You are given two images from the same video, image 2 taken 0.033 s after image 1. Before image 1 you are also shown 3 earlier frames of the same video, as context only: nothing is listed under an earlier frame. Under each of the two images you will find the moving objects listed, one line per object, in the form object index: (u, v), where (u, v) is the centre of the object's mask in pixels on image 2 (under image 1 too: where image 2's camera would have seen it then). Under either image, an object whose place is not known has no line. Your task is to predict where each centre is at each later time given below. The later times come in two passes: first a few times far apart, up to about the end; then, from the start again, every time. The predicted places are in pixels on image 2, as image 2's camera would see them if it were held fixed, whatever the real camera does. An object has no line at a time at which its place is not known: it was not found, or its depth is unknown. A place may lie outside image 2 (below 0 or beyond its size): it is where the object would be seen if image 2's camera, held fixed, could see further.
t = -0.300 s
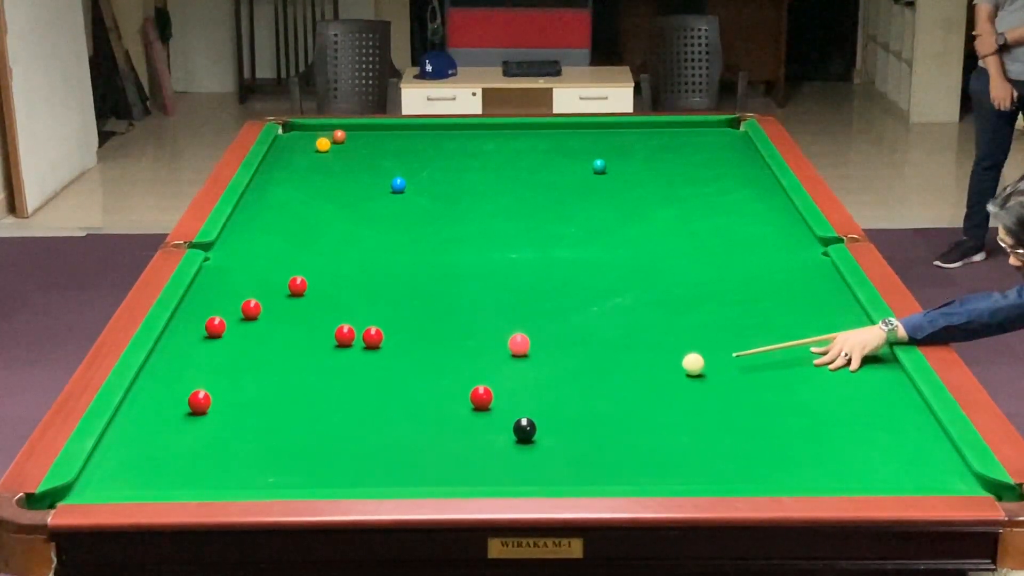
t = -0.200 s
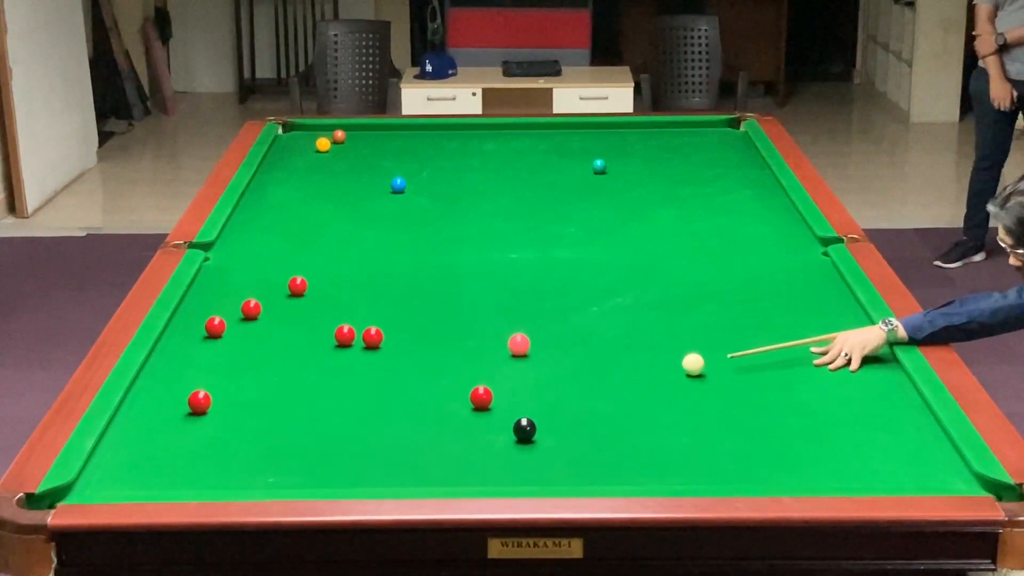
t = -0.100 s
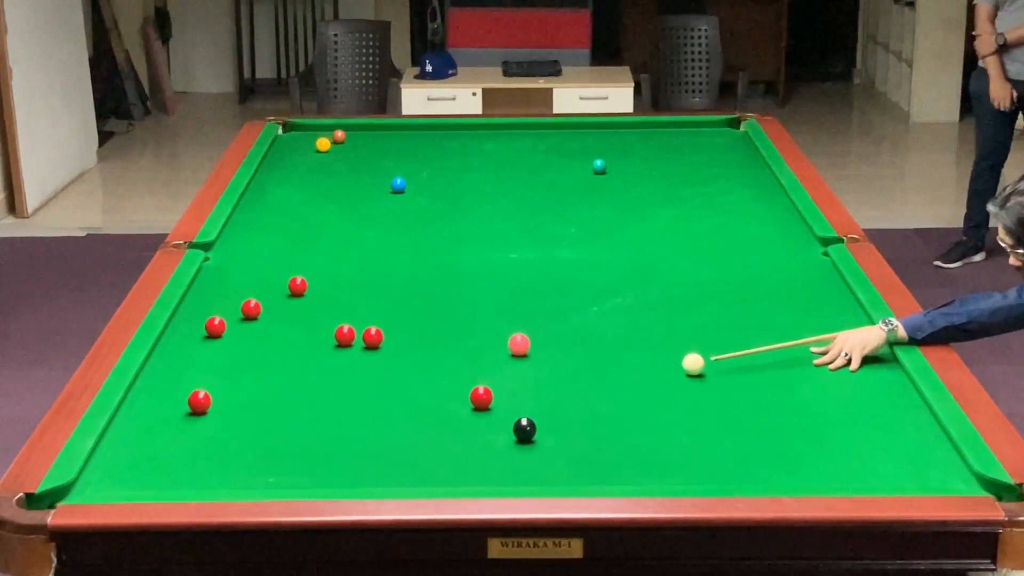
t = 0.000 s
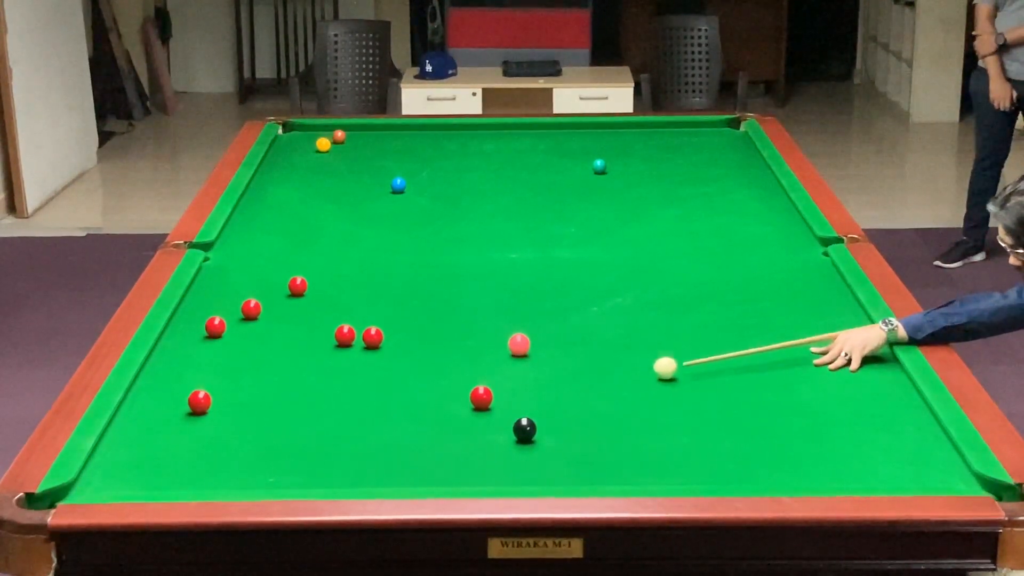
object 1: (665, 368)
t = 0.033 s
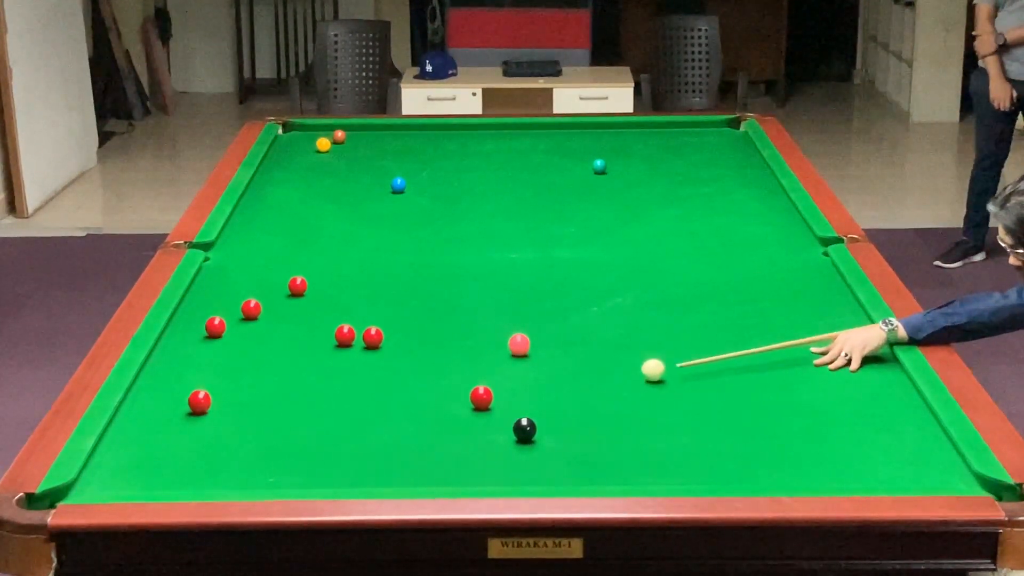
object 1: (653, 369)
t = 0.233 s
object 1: (583, 380)
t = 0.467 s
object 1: (502, 392)
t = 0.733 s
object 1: (473, 390)
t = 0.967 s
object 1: (448, 388)
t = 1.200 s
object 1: (426, 386)
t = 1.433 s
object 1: (406, 385)
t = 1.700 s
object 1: (385, 383)
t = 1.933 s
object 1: (368, 382)
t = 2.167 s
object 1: (354, 381)
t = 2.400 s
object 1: (342, 381)
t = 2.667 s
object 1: (330, 380)
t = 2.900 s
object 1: (322, 379)
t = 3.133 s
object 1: (316, 379)
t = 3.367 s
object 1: (312, 379)
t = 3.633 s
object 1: (309, 379)
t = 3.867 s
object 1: (309, 379)
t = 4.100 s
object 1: (310, 379)
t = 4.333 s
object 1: (310, 379)
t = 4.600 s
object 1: (310, 379)
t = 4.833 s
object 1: (310, 379)
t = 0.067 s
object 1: (642, 371)
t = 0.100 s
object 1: (630, 373)
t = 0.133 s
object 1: (618, 375)
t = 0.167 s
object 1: (606, 376)
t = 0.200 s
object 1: (595, 378)
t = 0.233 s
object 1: (583, 380)
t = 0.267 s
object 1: (571, 381)
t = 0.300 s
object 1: (560, 383)
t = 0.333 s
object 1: (548, 385)
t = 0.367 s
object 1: (536, 387)
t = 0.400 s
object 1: (524, 389)
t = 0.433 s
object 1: (512, 391)
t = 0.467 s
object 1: (502, 392)
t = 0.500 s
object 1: (498, 392)
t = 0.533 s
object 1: (495, 391)
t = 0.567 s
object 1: (491, 391)
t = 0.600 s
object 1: (488, 391)
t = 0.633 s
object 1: (484, 390)
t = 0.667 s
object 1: (481, 390)
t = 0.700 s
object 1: (476, 390)
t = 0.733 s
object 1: (473, 390)
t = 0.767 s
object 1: (469, 389)
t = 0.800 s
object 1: (466, 389)
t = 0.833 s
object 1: (462, 389)
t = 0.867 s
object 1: (459, 388)
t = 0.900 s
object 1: (455, 388)
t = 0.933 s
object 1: (452, 388)
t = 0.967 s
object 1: (448, 388)
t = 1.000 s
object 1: (445, 387)
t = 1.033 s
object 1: (442, 388)
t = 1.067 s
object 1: (439, 387)
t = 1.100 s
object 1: (435, 387)
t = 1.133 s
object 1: (432, 387)
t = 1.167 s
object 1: (429, 386)
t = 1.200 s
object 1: (426, 386)
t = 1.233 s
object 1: (423, 386)
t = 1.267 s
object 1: (420, 385)
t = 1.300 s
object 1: (417, 386)
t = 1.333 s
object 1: (414, 386)
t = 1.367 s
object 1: (411, 386)
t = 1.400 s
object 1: (409, 385)
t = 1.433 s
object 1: (406, 385)
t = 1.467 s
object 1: (403, 385)
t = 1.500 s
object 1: (400, 385)
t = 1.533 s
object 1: (397, 385)
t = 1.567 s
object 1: (395, 384)
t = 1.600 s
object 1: (392, 384)
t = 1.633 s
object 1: (390, 384)
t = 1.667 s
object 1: (387, 384)
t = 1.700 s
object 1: (385, 383)
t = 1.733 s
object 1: (382, 383)
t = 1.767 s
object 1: (380, 383)
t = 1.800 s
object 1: (377, 383)
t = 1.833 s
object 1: (375, 383)
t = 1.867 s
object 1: (373, 383)
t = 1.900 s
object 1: (371, 383)
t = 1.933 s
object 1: (368, 382)
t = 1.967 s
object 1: (366, 382)
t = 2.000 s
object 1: (364, 382)
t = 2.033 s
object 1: (362, 382)
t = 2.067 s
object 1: (360, 382)
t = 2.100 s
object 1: (358, 382)
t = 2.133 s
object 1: (356, 381)
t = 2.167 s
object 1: (354, 381)
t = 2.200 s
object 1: (352, 381)
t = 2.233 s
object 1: (350, 381)
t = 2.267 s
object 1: (348, 381)
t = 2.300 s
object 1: (347, 381)
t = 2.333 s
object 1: (345, 381)
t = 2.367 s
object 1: (343, 381)
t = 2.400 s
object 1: (342, 381)
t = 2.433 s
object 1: (340, 381)
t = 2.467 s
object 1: (338, 381)
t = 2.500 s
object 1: (337, 380)
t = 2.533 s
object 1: (336, 380)
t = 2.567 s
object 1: (334, 380)
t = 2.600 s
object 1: (333, 380)
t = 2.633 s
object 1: (331, 380)
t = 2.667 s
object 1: (330, 380)
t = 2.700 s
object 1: (329, 380)
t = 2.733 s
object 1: (327, 380)
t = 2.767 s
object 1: (326, 380)
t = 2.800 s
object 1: (325, 379)
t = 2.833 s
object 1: (324, 379)
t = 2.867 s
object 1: (323, 379)
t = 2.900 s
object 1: (322, 379)
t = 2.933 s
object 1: (321, 379)
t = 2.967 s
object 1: (320, 379)
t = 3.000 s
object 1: (319, 379)
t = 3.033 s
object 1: (318, 379)
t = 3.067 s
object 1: (317, 379)
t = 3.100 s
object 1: (316, 379)
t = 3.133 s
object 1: (316, 379)
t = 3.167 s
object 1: (315, 379)
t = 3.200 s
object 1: (314, 379)
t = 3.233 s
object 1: (314, 379)
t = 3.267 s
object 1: (313, 379)
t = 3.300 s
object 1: (313, 379)
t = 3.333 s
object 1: (312, 379)
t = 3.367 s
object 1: (312, 379)
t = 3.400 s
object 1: (311, 379)
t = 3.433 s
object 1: (311, 379)
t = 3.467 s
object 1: (310, 379)
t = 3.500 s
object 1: (310, 379)
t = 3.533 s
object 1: (310, 378)
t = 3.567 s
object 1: (309, 379)
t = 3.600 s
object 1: (309, 379)
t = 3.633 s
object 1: (309, 379)
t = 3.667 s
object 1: (309, 378)
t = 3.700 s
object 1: (309, 379)
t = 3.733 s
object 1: (309, 378)
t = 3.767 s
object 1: (309, 379)
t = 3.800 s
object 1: (309, 378)
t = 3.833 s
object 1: (309, 379)
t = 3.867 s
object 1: (309, 379)
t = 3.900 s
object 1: (309, 378)
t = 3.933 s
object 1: (310, 379)
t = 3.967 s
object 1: (310, 379)
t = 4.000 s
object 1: (310, 379)
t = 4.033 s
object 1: (310, 379)
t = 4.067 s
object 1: (310, 379)
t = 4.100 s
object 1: (310, 379)
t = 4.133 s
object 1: (310, 379)
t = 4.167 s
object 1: (310, 379)
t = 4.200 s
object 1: (310, 379)
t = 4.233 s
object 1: (310, 379)
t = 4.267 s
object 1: (310, 379)
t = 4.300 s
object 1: (310, 379)
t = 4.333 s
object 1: (310, 379)
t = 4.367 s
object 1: (310, 379)
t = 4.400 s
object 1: (310, 379)
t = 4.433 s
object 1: (310, 379)
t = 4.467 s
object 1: (310, 379)
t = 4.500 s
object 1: (310, 379)
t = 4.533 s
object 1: (310, 379)
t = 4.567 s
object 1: (310, 379)
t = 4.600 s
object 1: (310, 379)
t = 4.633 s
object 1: (310, 379)
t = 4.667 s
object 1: (310, 379)
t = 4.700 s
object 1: (310, 379)
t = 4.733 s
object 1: (310, 379)
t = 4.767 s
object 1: (310, 379)
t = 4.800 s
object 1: (310, 379)
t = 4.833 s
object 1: (310, 379)
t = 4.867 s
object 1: (310, 379)
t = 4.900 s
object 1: (310, 379)
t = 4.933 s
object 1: (310, 379)
